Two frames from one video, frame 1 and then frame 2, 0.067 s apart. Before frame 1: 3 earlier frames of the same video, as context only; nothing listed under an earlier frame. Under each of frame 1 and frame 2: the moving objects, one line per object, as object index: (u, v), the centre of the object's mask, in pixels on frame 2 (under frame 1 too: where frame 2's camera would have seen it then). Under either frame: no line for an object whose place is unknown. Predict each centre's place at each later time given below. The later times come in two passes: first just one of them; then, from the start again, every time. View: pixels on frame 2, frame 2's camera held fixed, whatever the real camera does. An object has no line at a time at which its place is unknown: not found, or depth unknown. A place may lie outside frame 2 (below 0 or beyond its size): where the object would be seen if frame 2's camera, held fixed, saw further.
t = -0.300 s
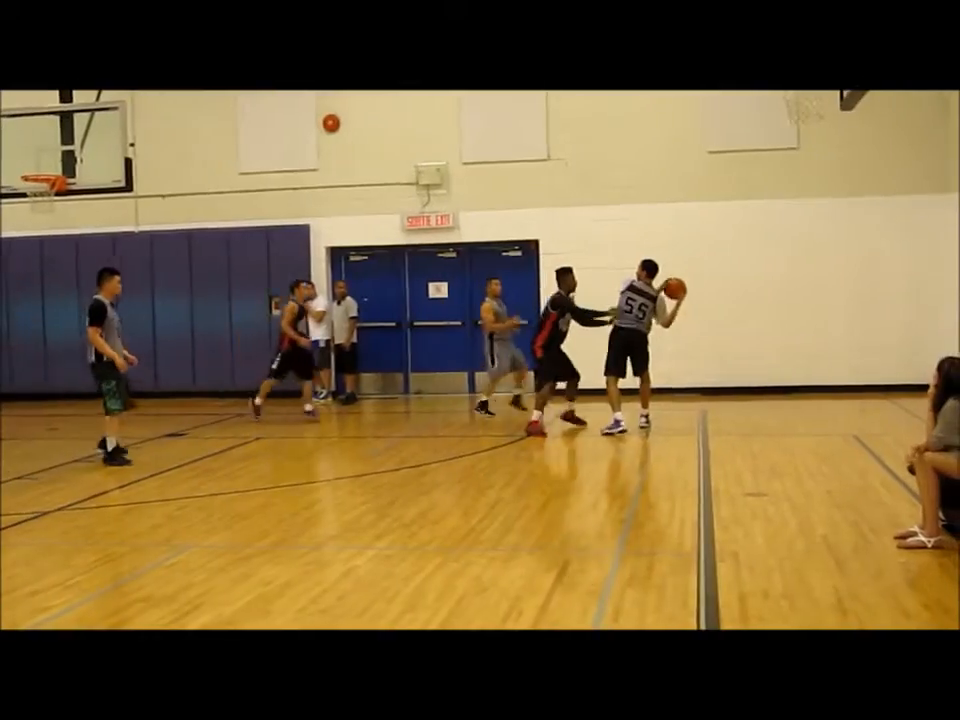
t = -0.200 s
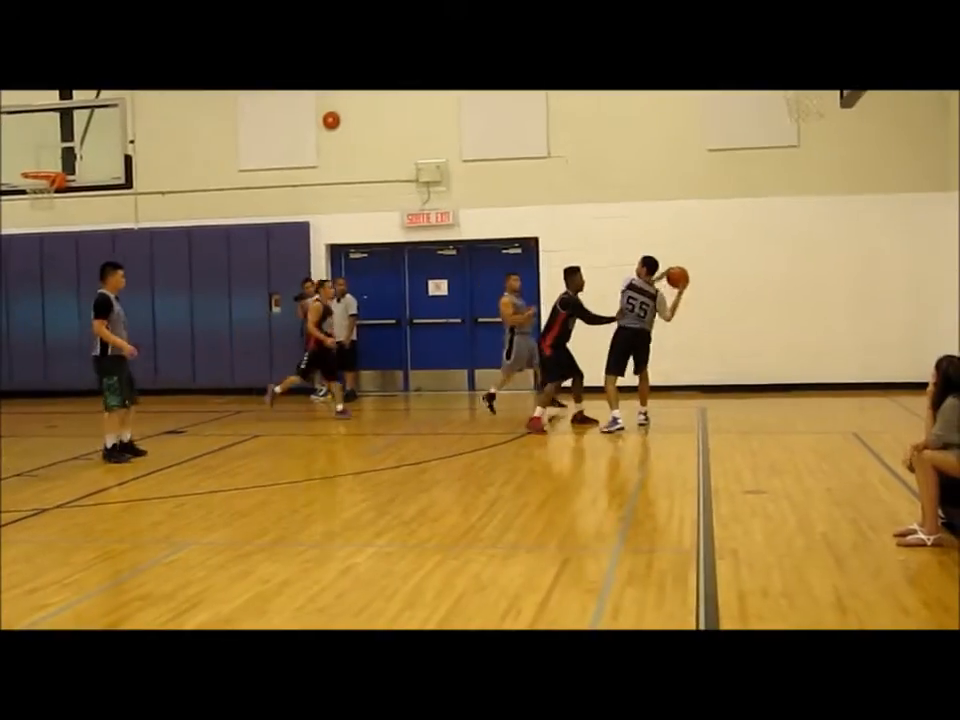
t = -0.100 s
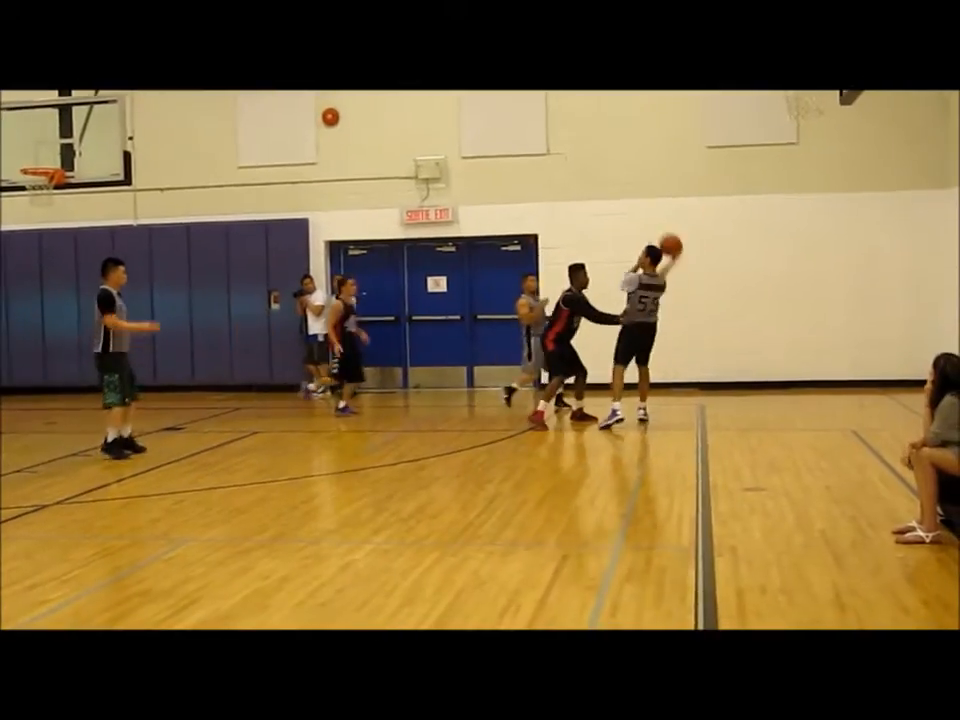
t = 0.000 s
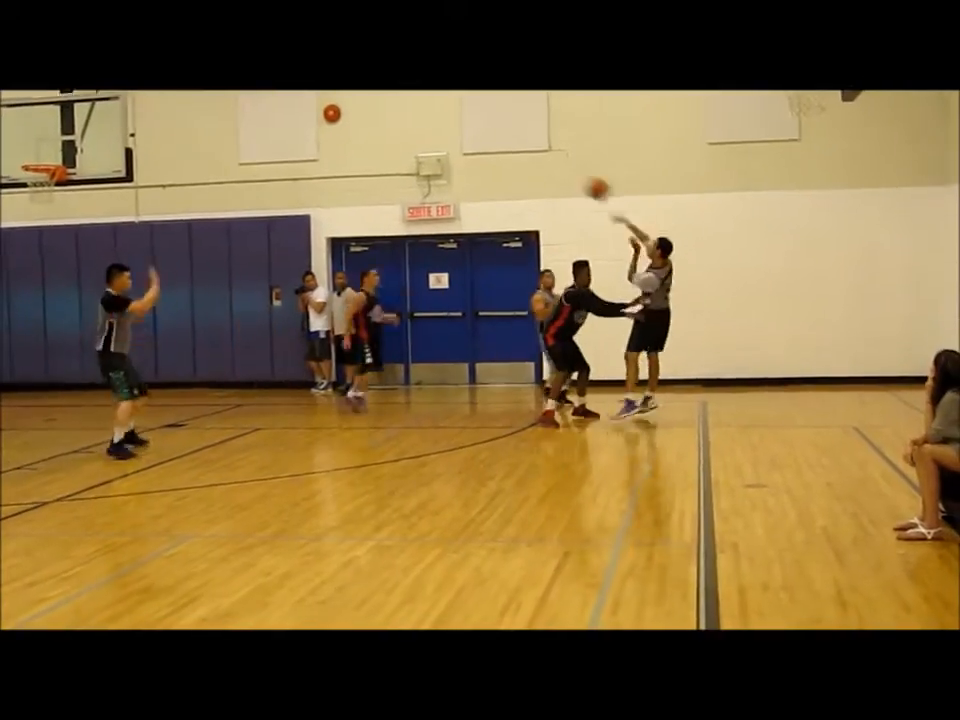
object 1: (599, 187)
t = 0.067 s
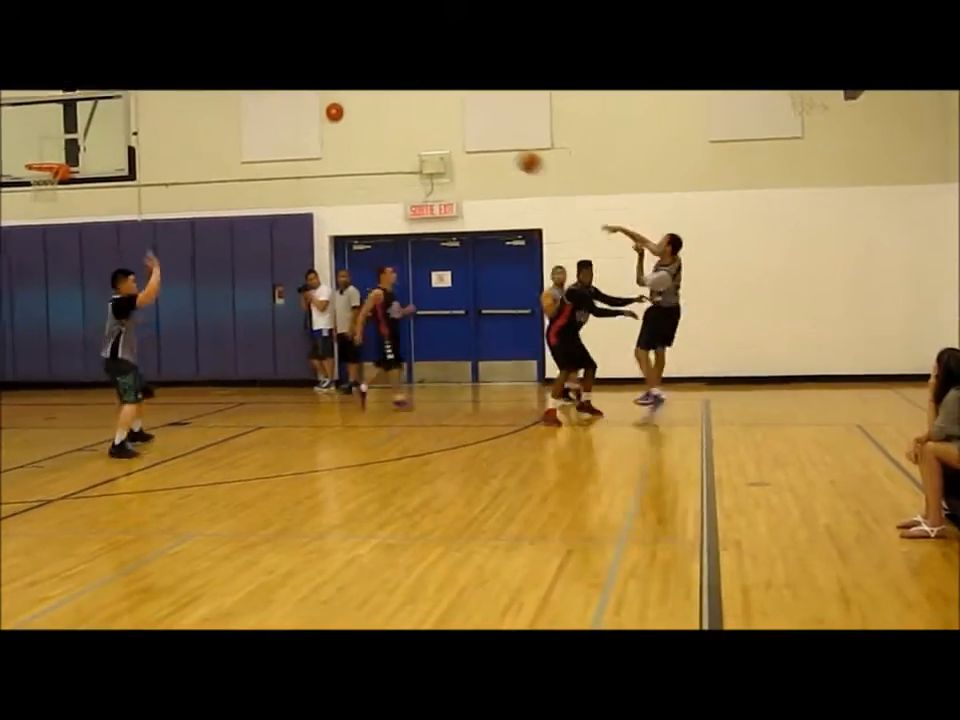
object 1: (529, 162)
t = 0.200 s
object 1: (393, 124)
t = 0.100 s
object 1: (495, 151)
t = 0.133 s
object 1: (461, 142)
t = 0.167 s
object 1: (427, 133)
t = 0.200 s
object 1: (393, 124)
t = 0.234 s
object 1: (360, 118)
